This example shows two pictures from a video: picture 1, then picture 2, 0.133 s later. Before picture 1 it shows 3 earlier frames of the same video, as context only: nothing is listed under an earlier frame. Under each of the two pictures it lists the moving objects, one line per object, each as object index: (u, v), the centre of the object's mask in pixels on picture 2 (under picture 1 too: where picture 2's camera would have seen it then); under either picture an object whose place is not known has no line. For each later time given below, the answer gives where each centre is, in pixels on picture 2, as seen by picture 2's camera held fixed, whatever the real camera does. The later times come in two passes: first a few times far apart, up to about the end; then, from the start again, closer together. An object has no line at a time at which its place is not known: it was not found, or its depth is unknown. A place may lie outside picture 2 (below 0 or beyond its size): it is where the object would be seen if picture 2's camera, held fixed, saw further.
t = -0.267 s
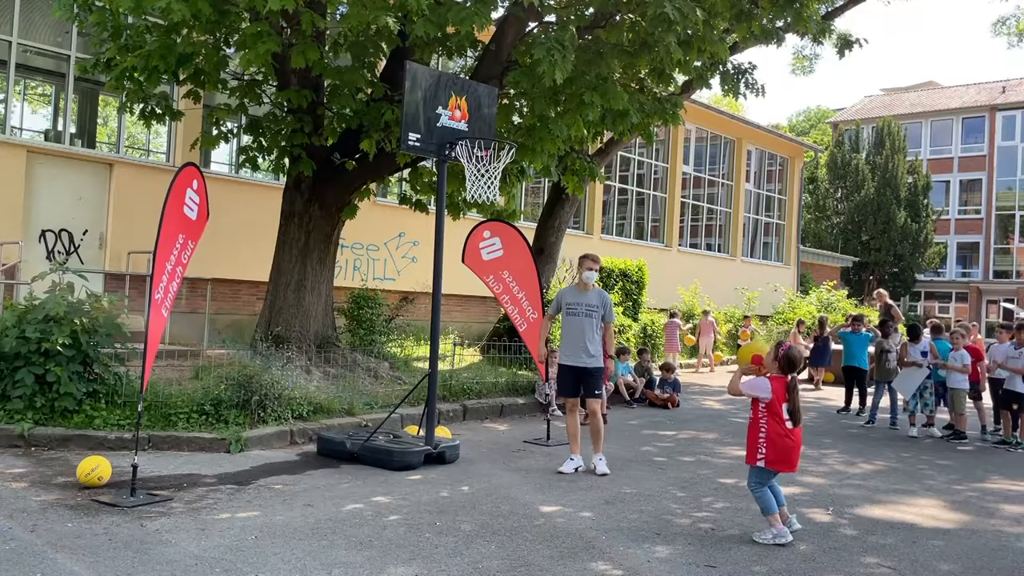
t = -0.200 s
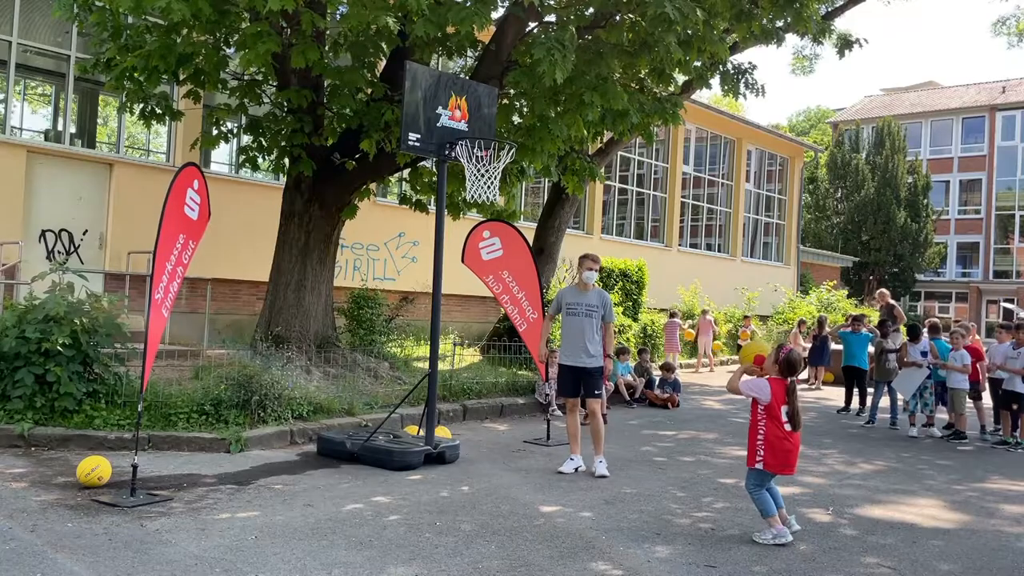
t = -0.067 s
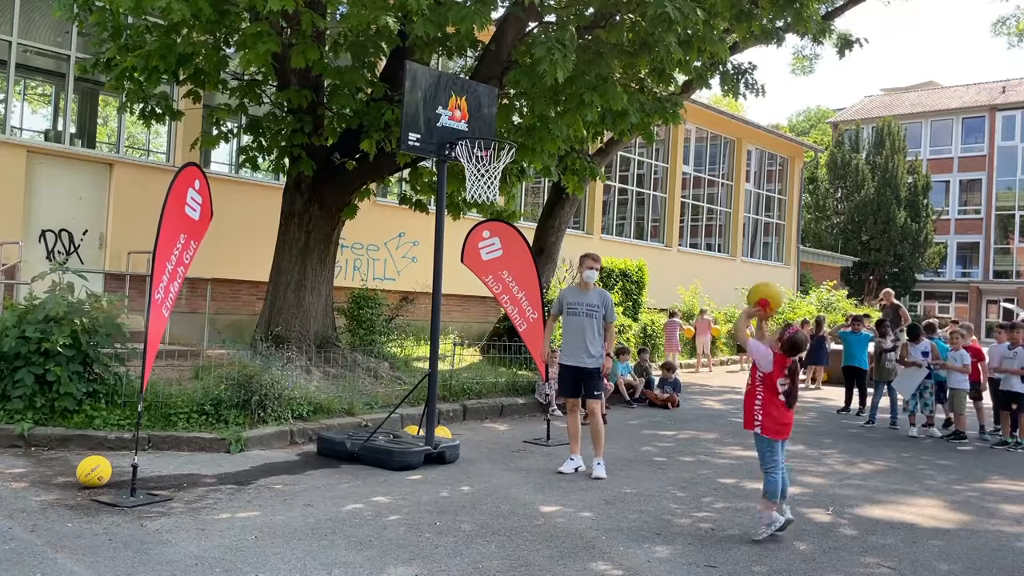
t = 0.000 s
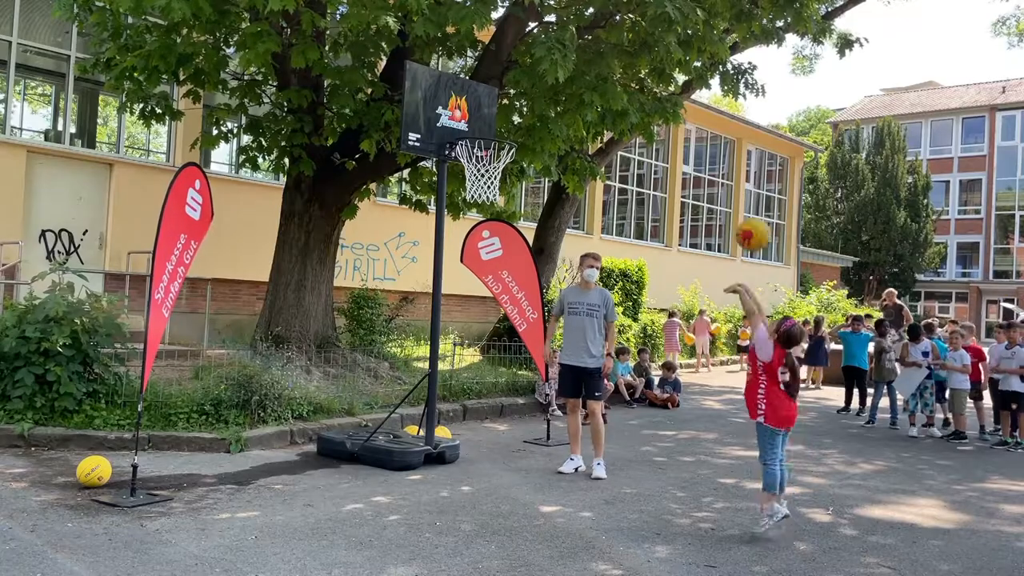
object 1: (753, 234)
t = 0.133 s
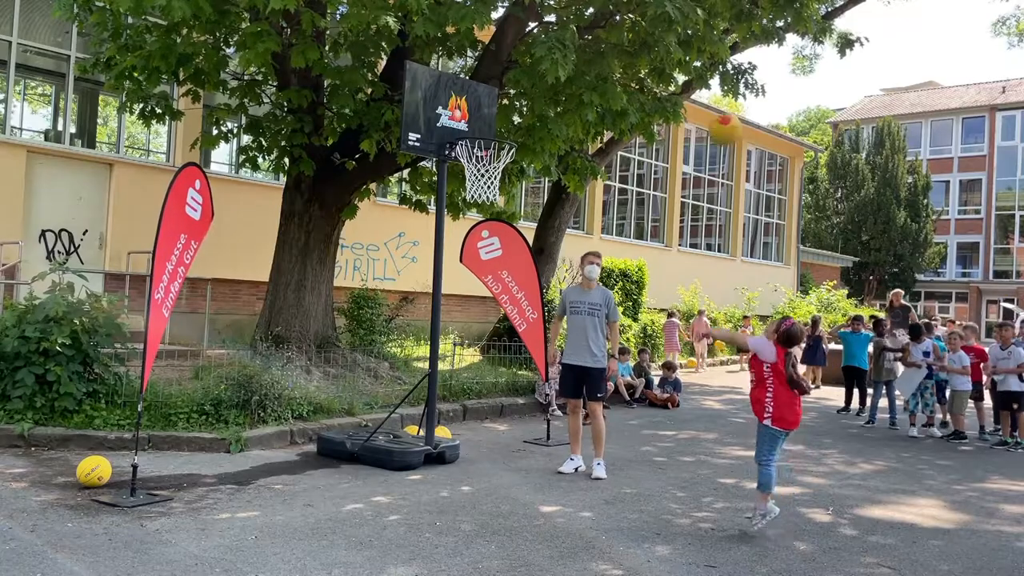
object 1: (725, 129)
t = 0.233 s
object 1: (704, 72)
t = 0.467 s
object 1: (654, 10)
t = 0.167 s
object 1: (718, 109)
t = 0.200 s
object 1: (711, 90)
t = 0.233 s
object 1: (704, 72)
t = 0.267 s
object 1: (696, 59)
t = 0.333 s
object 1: (682, 34)
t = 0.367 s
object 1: (675, 24)
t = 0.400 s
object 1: (668, 16)
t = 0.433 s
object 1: (661, 12)
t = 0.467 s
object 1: (654, 10)
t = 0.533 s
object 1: (640, 7)
